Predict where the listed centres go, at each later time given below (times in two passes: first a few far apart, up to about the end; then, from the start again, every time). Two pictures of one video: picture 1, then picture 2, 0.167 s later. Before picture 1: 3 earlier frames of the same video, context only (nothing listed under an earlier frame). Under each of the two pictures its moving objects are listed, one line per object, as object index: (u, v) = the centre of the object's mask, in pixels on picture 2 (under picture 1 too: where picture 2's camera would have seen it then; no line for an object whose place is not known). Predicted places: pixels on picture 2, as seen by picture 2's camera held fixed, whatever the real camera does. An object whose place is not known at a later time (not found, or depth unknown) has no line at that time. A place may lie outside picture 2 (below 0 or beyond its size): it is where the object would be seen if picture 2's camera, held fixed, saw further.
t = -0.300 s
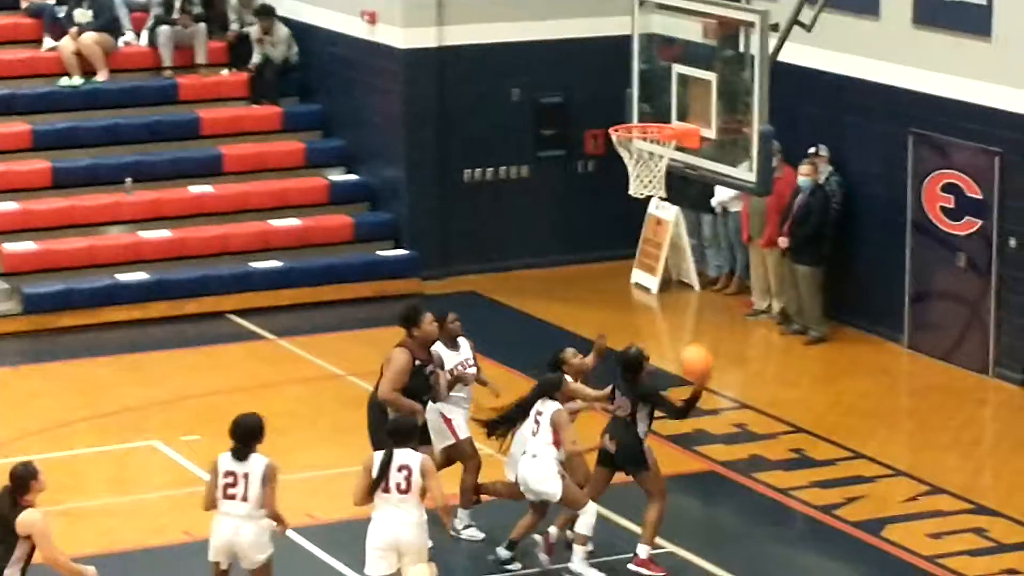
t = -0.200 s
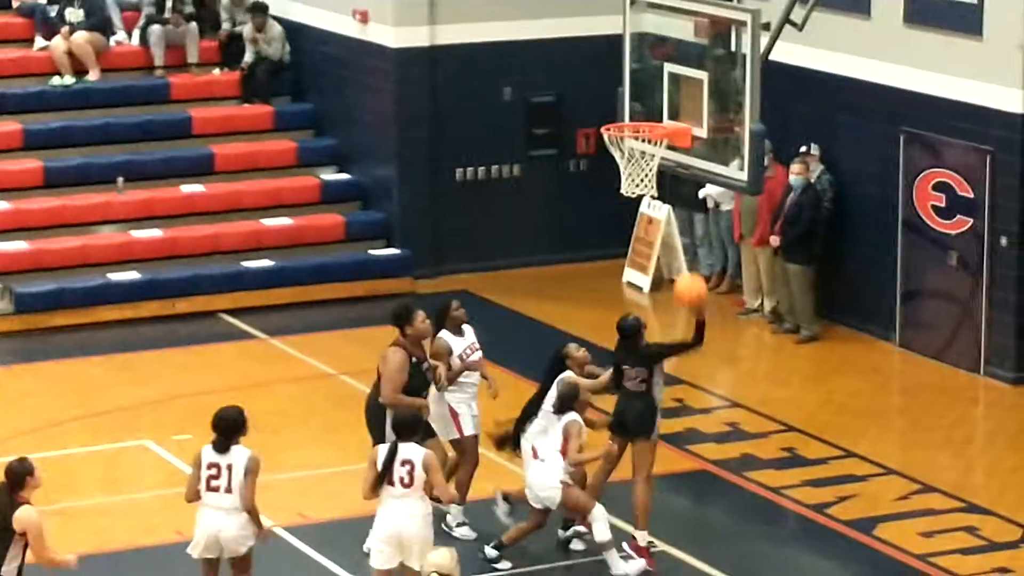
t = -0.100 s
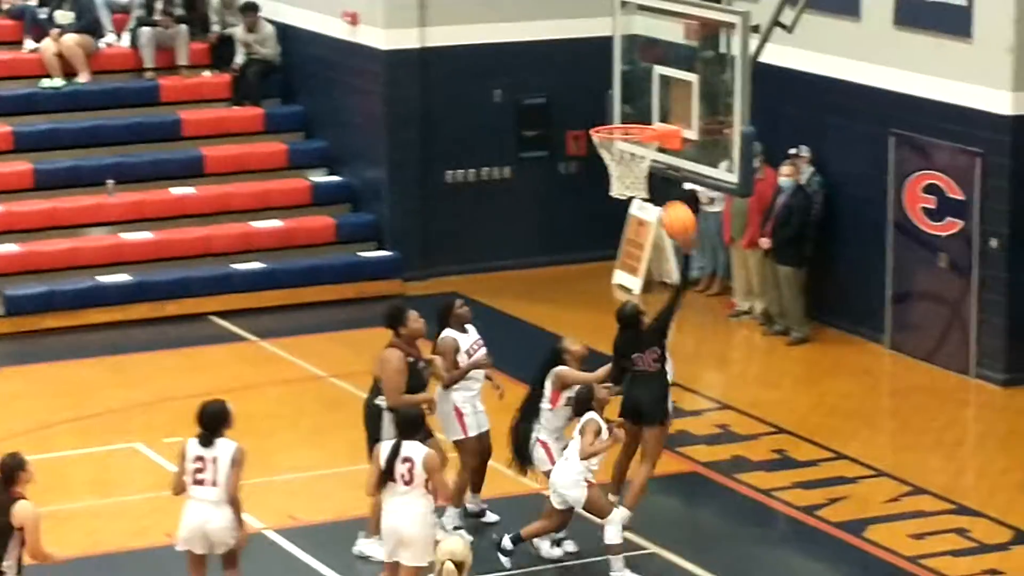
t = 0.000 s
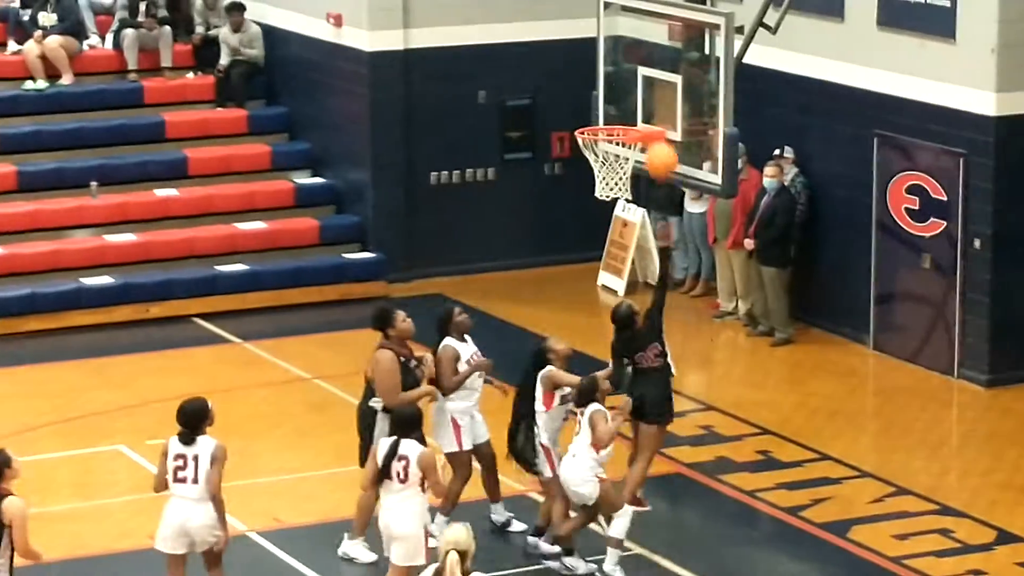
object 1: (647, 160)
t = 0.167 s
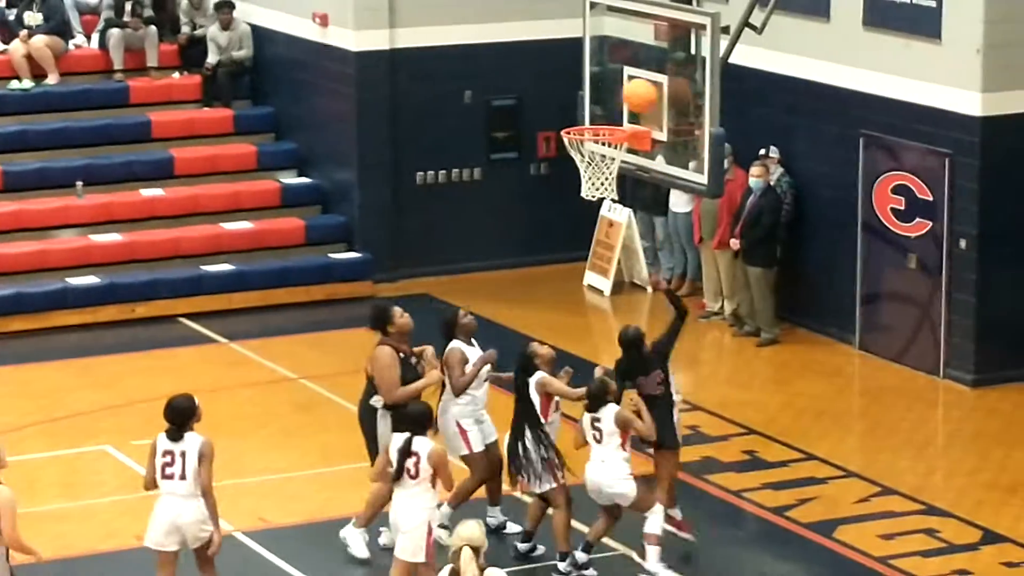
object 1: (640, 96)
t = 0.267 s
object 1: (621, 88)
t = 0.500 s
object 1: (587, 115)
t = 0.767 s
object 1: (594, 117)
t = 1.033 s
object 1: (607, 117)
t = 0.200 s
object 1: (633, 91)
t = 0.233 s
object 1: (627, 89)
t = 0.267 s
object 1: (621, 88)
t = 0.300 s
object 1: (616, 89)
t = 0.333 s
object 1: (610, 91)
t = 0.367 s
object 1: (605, 94)
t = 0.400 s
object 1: (599, 100)
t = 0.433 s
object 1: (594, 106)
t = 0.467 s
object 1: (588, 114)
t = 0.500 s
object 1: (587, 115)
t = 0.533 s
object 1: (587, 113)
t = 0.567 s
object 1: (588, 111)
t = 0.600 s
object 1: (588, 111)
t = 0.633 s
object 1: (589, 112)
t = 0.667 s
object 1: (590, 115)
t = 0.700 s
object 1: (590, 119)
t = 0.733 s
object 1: (591, 121)
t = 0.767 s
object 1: (594, 117)
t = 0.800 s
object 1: (596, 114)
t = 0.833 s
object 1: (599, 113)
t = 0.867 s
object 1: (601, 114)
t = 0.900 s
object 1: (603, 116)
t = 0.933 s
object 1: (606, 119)
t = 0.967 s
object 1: (607, 120)
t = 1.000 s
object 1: (607, 119)
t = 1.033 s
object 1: (607, 117)
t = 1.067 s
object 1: (607, 117)
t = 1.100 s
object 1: (608, 119)
